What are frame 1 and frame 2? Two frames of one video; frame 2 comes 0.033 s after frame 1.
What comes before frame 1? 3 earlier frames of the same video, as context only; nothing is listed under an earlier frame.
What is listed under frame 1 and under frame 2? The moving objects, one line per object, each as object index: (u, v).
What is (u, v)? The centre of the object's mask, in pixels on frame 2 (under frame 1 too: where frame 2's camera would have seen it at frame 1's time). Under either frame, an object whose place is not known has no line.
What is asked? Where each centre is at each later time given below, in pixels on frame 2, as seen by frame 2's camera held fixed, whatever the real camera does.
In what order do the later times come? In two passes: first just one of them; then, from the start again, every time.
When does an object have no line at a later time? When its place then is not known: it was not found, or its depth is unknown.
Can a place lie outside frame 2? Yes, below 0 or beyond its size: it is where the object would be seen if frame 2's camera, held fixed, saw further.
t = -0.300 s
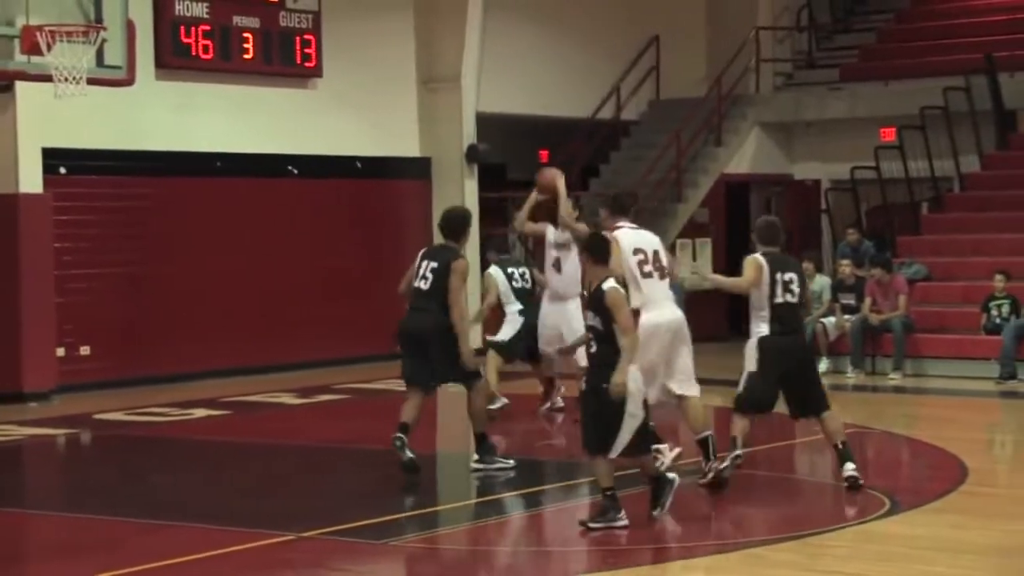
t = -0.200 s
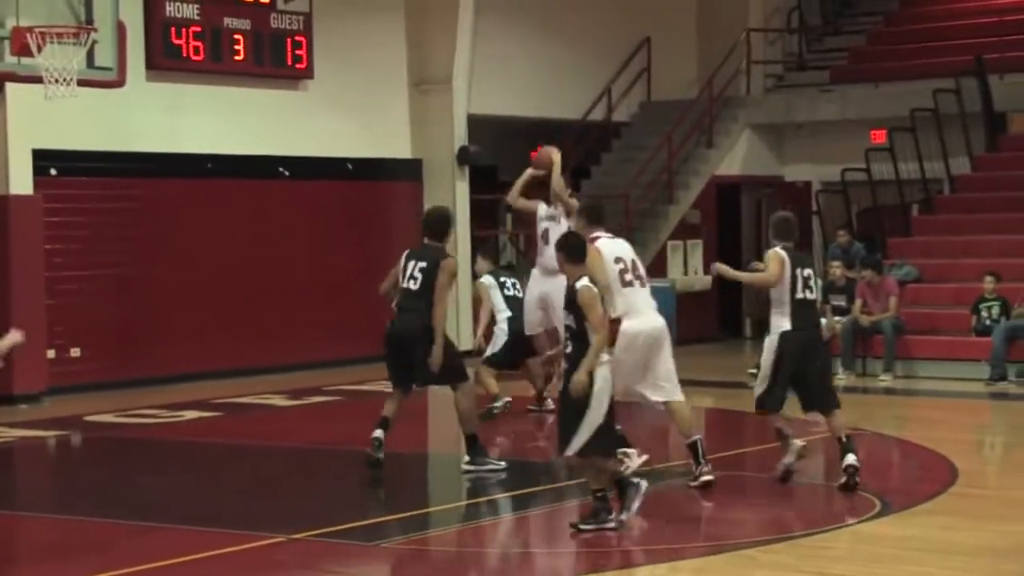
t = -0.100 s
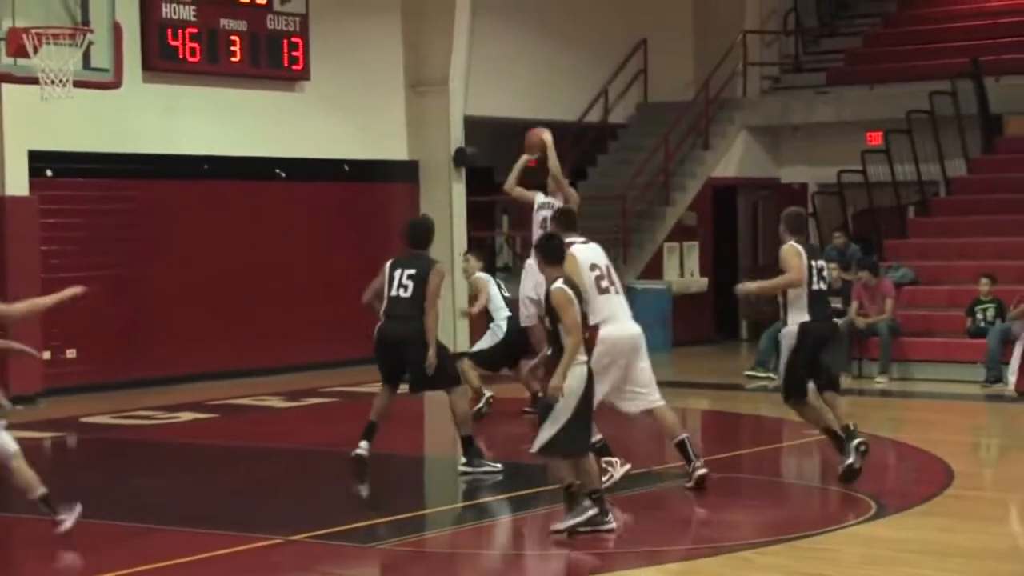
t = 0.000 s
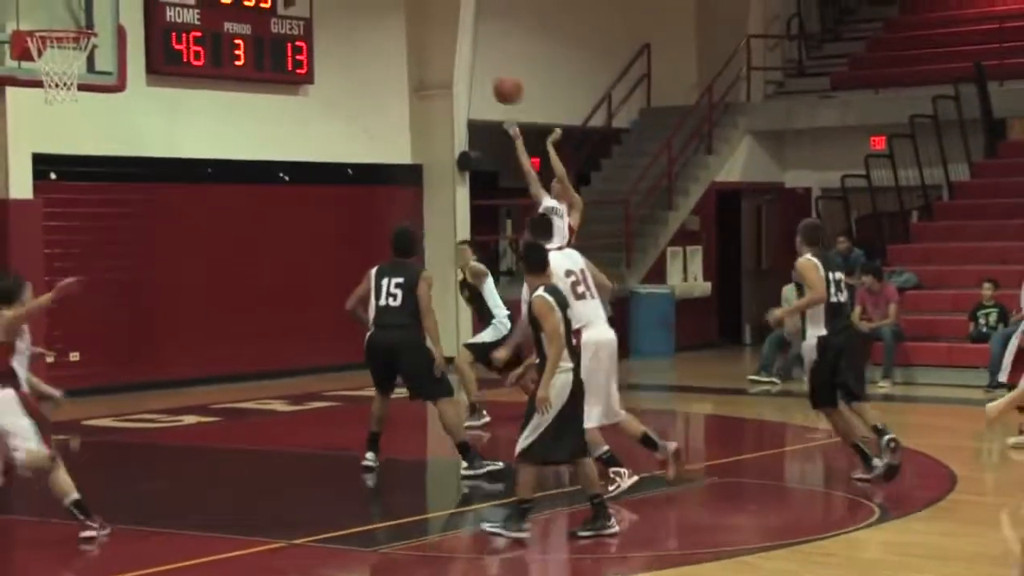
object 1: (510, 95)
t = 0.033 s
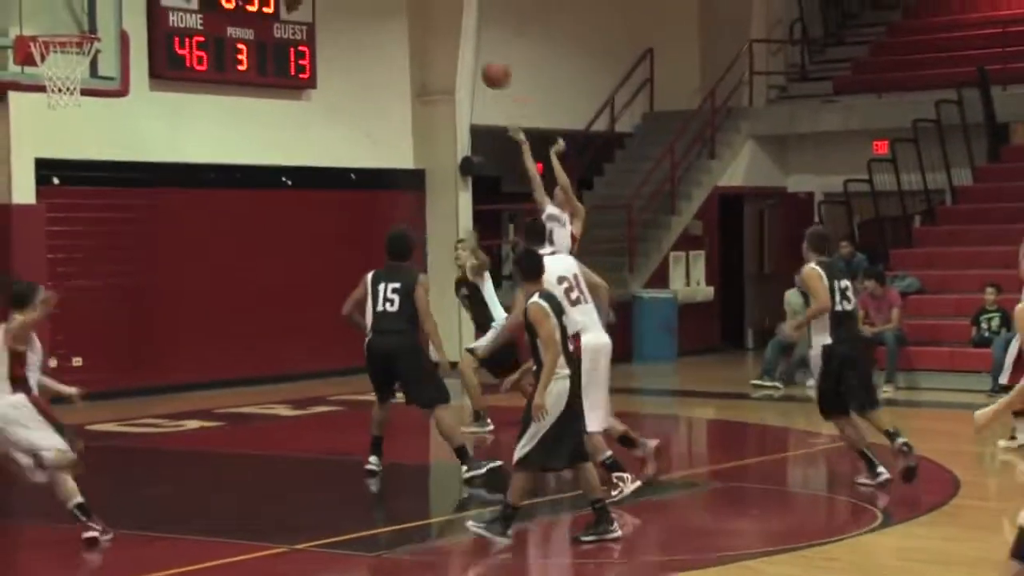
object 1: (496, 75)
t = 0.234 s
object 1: (408, -24)
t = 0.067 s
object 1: (481, 56)
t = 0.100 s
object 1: (467, 37)
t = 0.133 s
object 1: (453, 19)
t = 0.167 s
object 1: (437, 4)
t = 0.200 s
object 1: (423, -11)
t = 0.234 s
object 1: (408, -24)
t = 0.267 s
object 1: (393, -37)
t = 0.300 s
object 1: (378, -48)
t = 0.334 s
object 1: (362, -57)
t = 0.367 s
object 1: (347, -65)
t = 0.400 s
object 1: (331, -70)
